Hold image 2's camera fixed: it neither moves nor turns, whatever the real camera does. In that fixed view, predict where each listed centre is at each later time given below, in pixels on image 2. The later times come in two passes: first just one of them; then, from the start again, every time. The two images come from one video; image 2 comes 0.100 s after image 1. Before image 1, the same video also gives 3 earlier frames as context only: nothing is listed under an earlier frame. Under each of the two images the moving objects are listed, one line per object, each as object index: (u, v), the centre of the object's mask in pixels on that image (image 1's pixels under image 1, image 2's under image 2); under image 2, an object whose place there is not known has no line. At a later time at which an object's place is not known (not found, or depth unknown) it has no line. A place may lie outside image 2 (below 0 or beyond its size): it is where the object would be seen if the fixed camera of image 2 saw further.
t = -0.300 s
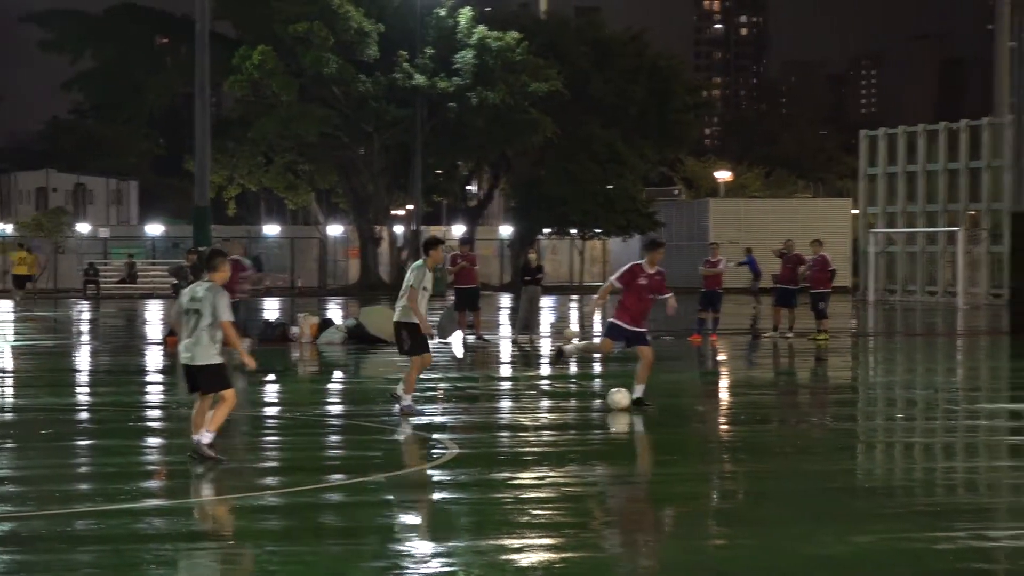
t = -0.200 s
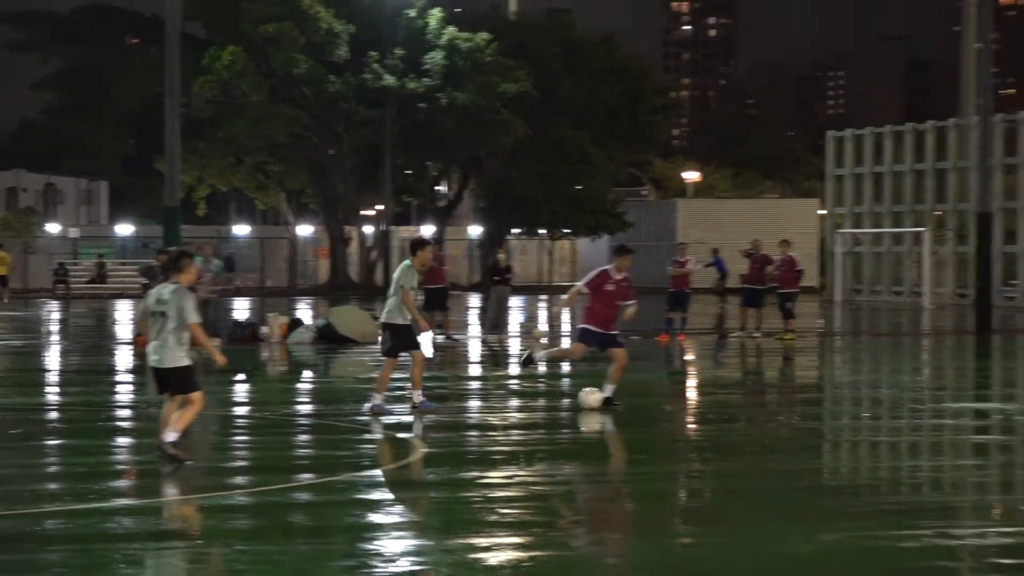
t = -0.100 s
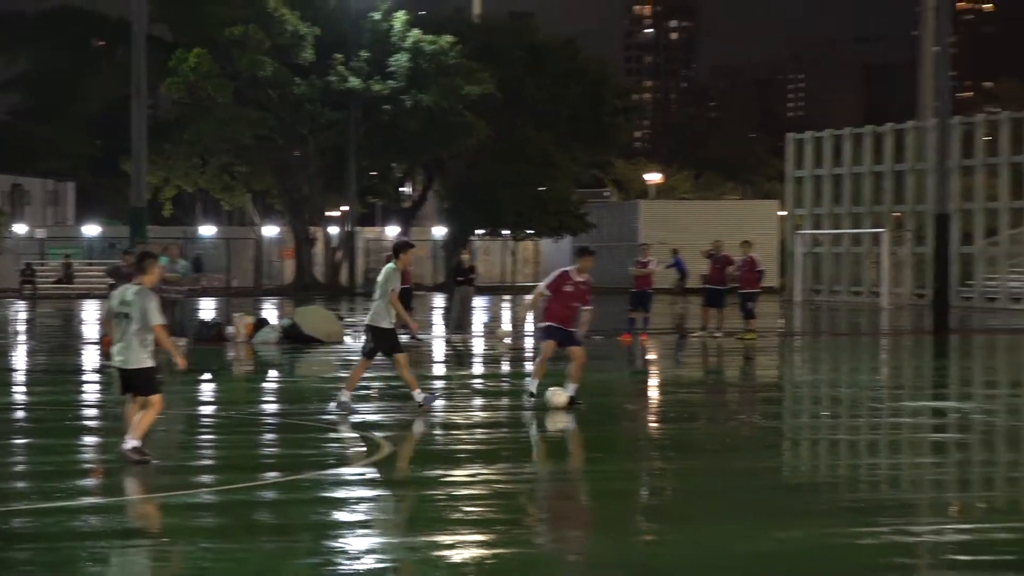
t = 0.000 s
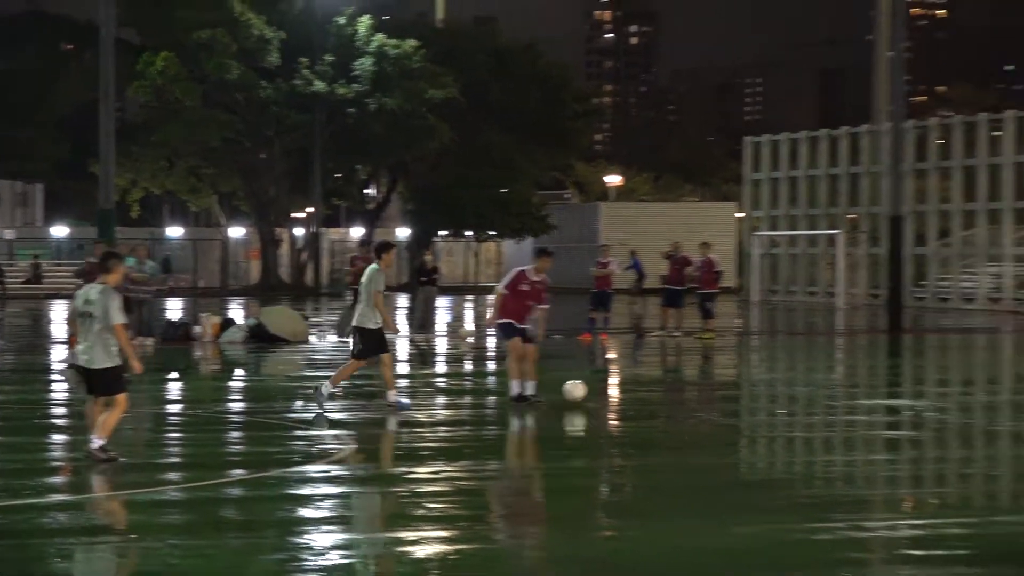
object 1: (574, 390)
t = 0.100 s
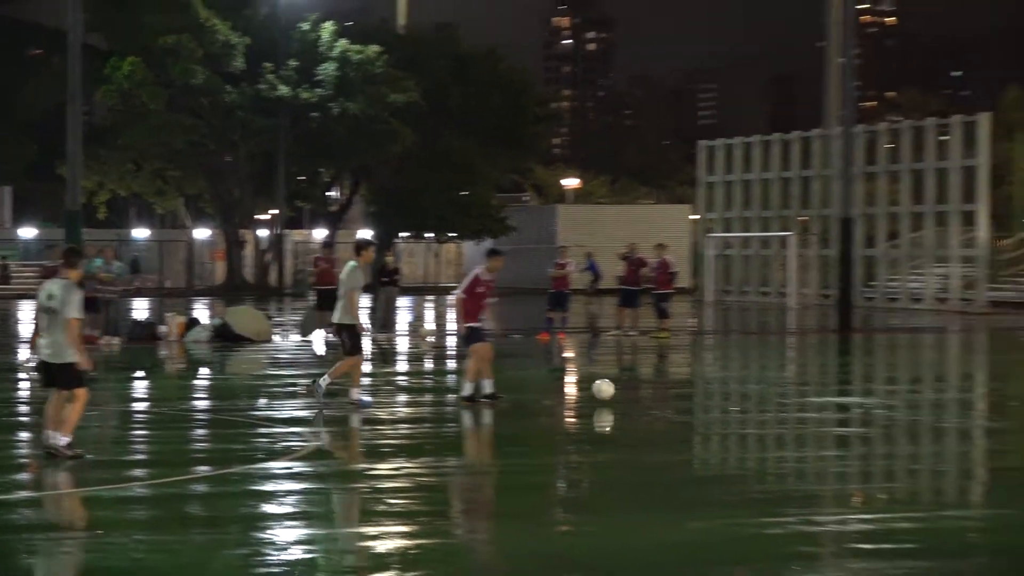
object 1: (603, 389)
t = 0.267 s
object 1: (699, 389)
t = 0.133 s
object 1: (616, 390)
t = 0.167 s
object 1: (643, 393)
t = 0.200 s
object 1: (666, 390)
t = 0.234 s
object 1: (688, 389)
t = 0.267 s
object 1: (699, 389)
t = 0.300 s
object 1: (721, 389)
